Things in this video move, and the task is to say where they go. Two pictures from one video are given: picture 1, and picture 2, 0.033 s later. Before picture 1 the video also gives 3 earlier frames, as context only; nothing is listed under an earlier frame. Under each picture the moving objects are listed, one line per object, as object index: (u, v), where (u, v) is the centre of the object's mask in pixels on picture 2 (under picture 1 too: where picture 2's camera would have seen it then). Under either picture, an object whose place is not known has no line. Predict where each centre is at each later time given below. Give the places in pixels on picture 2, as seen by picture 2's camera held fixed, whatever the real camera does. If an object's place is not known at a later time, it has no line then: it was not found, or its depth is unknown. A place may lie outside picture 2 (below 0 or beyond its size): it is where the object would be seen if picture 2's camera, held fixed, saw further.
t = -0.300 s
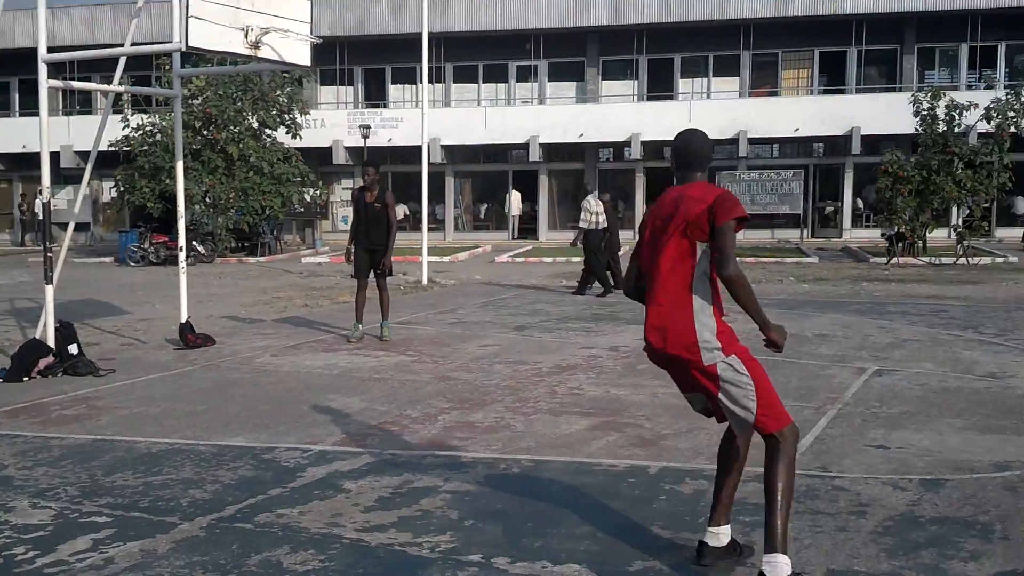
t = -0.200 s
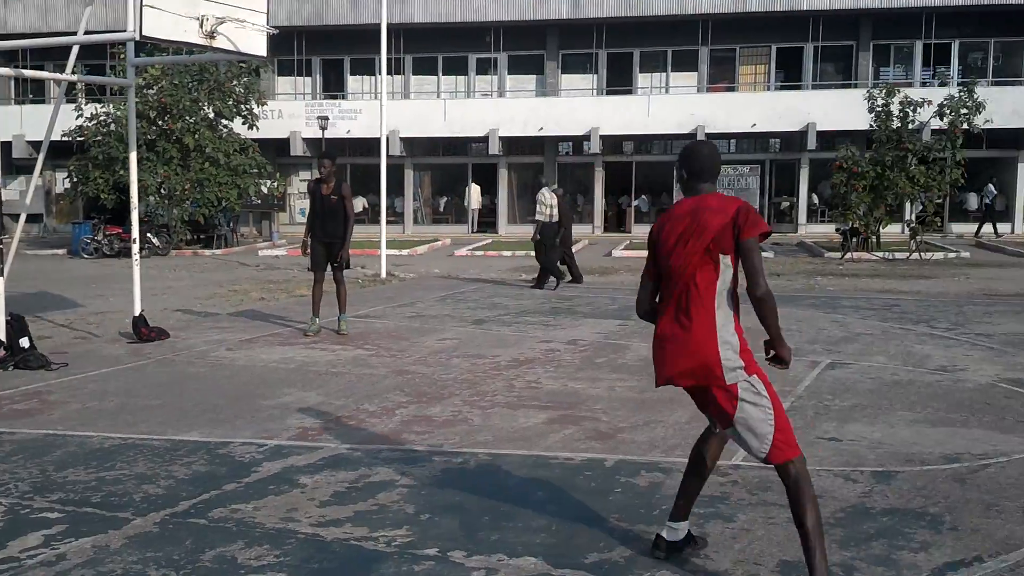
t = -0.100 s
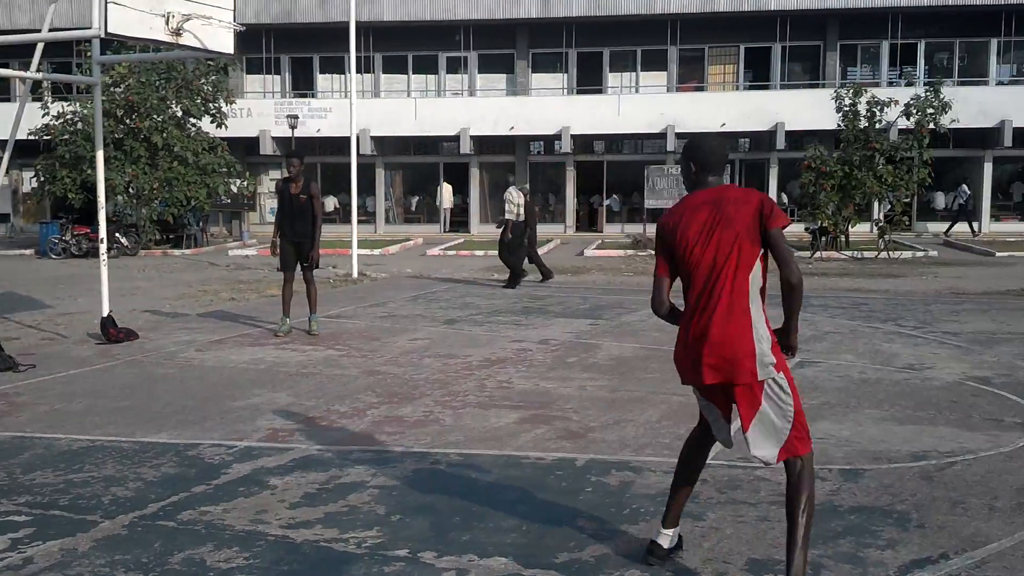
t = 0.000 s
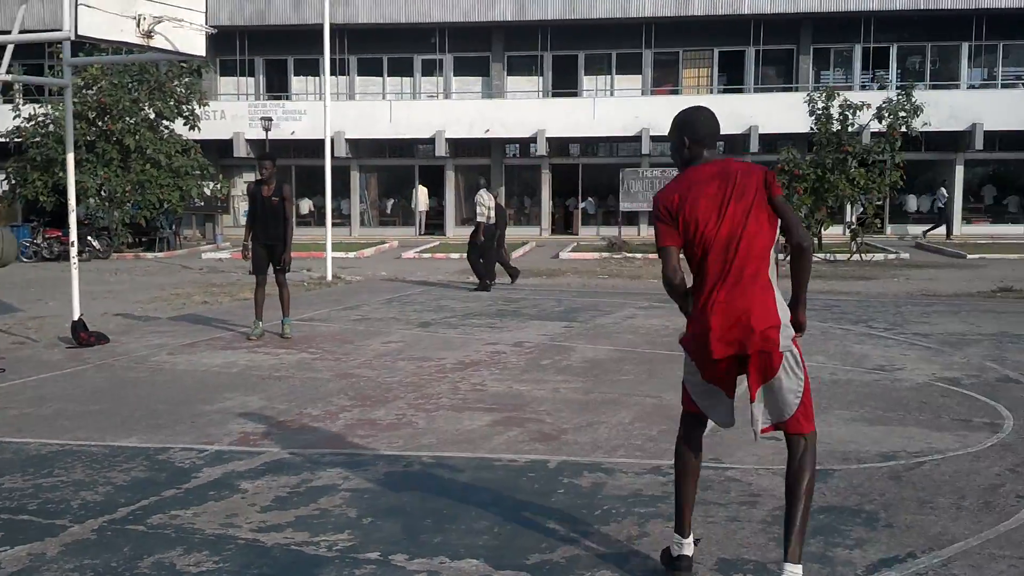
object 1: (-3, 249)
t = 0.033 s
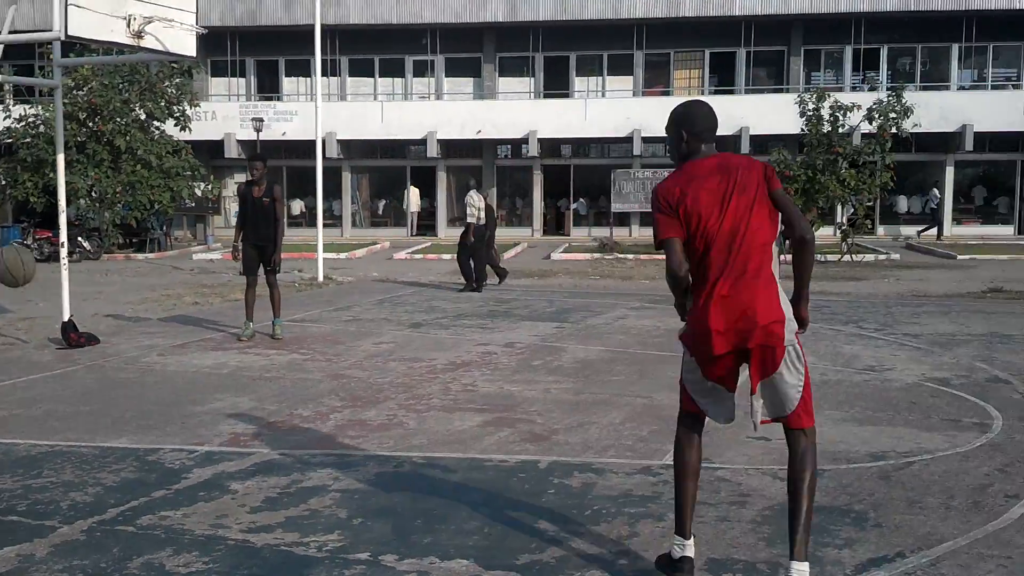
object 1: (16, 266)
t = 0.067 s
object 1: (43, 287)
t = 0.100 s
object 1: (75, 310)
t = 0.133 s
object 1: (107, 335)
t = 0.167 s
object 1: (142, 363)
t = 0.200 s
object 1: (177, 394)
